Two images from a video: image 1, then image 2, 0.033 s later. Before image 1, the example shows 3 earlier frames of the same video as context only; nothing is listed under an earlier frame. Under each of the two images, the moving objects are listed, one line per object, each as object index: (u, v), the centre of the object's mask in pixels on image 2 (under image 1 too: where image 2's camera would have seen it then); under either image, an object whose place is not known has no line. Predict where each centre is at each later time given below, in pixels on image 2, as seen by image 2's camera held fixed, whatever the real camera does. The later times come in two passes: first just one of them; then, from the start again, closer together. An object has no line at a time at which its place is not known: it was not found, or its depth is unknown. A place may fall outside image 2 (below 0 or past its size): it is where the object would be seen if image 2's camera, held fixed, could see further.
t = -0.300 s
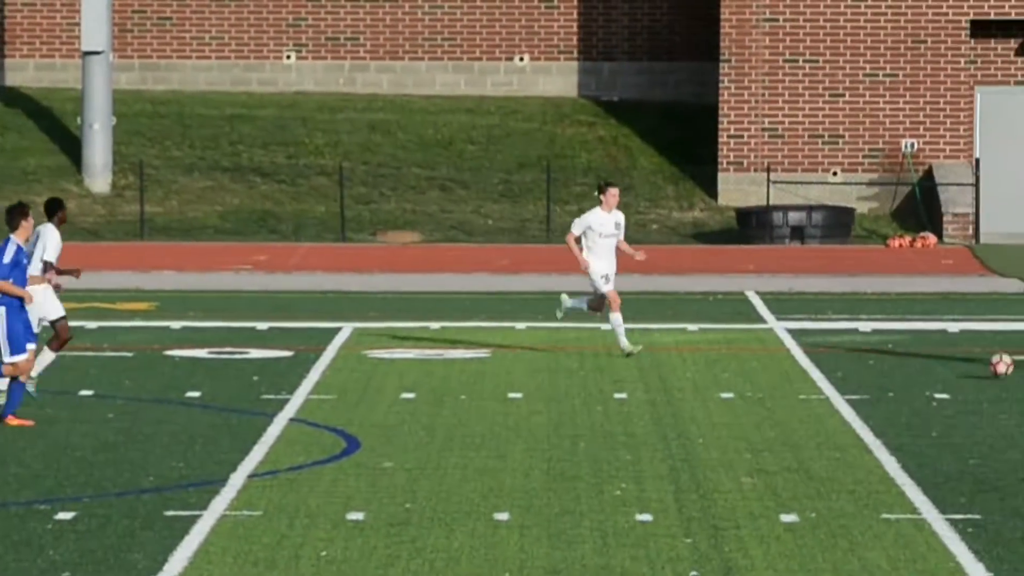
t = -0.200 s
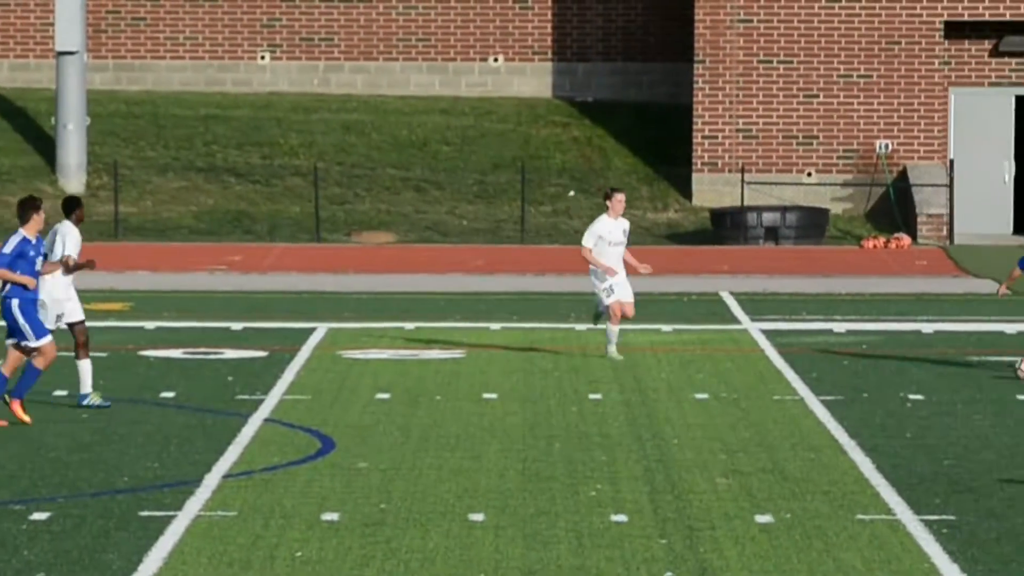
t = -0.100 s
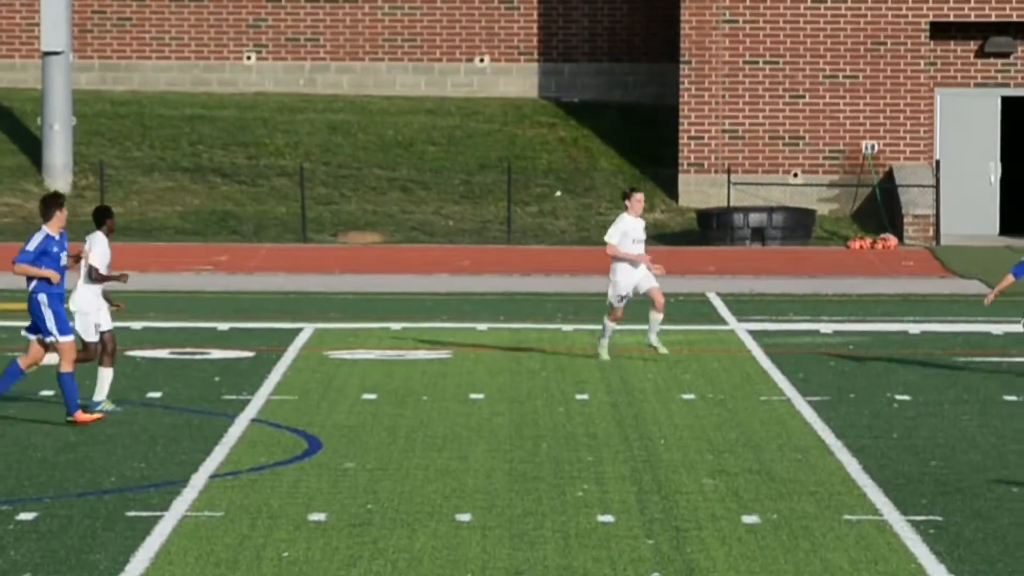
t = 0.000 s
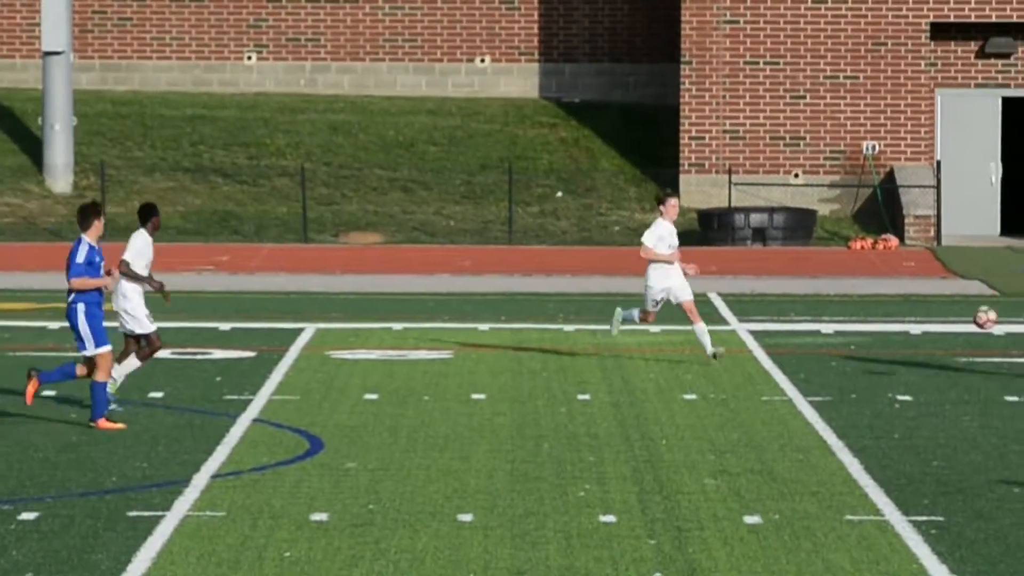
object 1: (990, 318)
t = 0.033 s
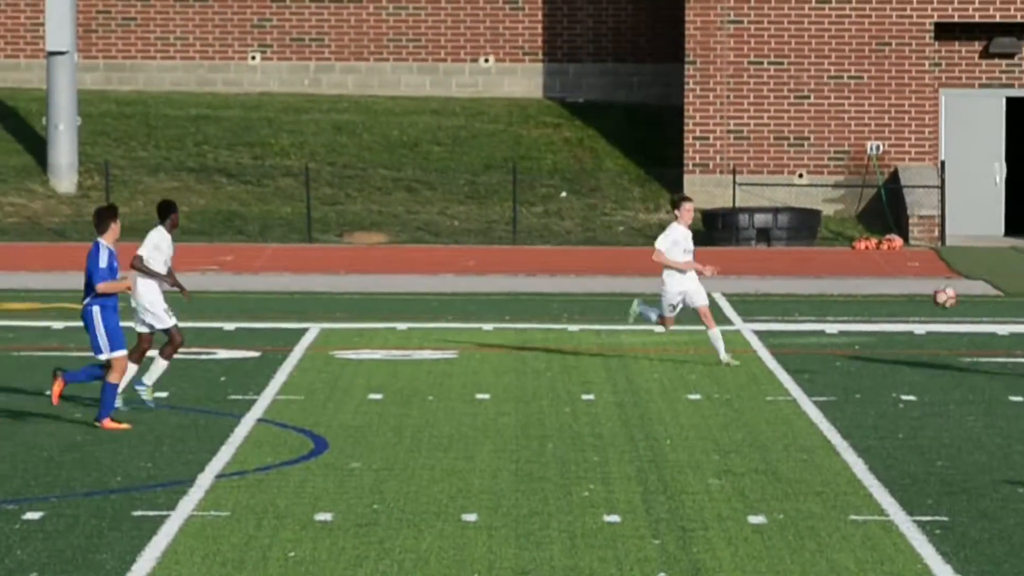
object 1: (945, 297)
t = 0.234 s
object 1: (674, 182)
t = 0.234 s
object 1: (674, 182)
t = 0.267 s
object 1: (627, 165)
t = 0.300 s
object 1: (581, 149)
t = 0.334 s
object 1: (533, 134)
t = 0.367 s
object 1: (486, 120)
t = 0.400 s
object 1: (438, 106)
